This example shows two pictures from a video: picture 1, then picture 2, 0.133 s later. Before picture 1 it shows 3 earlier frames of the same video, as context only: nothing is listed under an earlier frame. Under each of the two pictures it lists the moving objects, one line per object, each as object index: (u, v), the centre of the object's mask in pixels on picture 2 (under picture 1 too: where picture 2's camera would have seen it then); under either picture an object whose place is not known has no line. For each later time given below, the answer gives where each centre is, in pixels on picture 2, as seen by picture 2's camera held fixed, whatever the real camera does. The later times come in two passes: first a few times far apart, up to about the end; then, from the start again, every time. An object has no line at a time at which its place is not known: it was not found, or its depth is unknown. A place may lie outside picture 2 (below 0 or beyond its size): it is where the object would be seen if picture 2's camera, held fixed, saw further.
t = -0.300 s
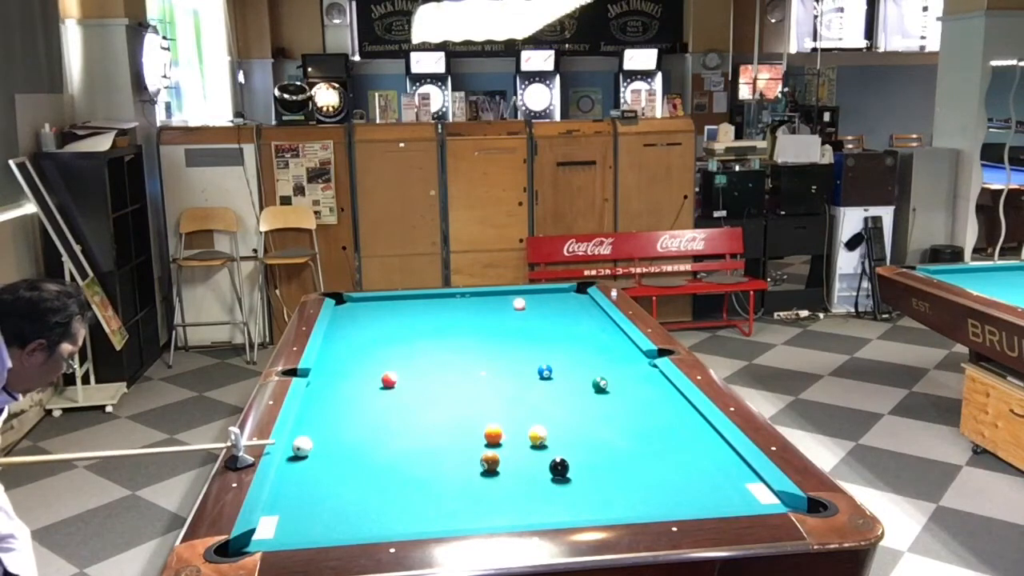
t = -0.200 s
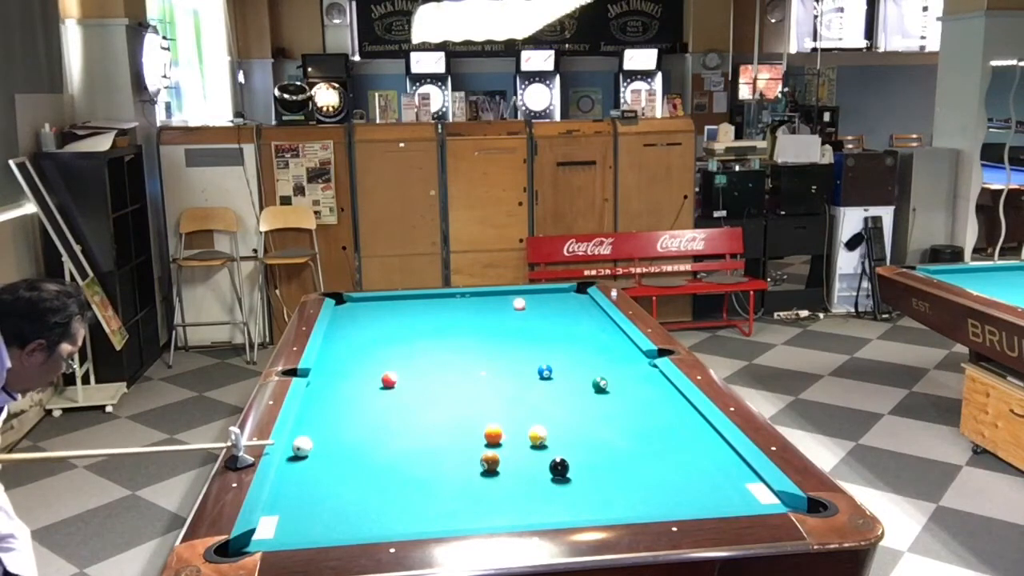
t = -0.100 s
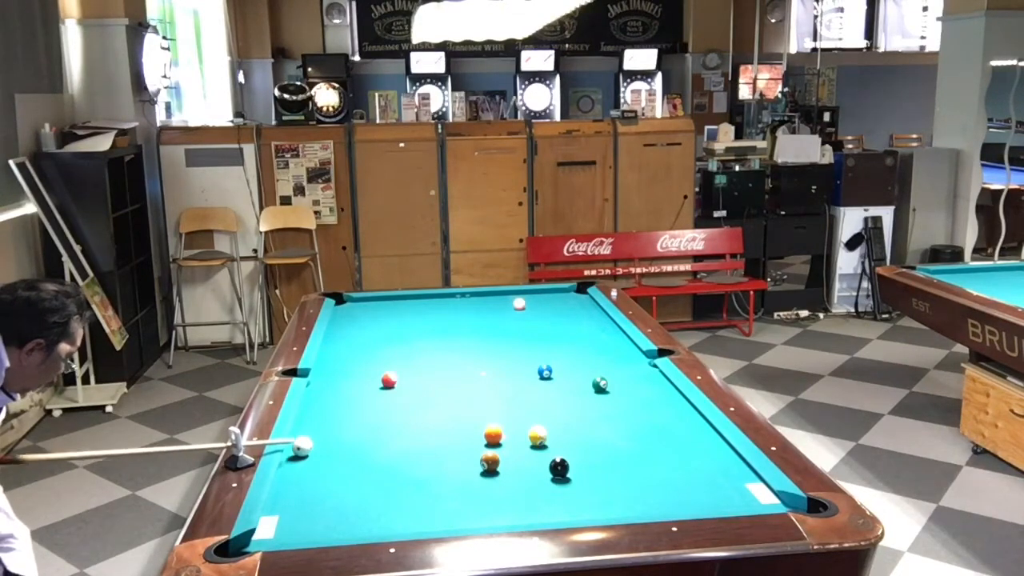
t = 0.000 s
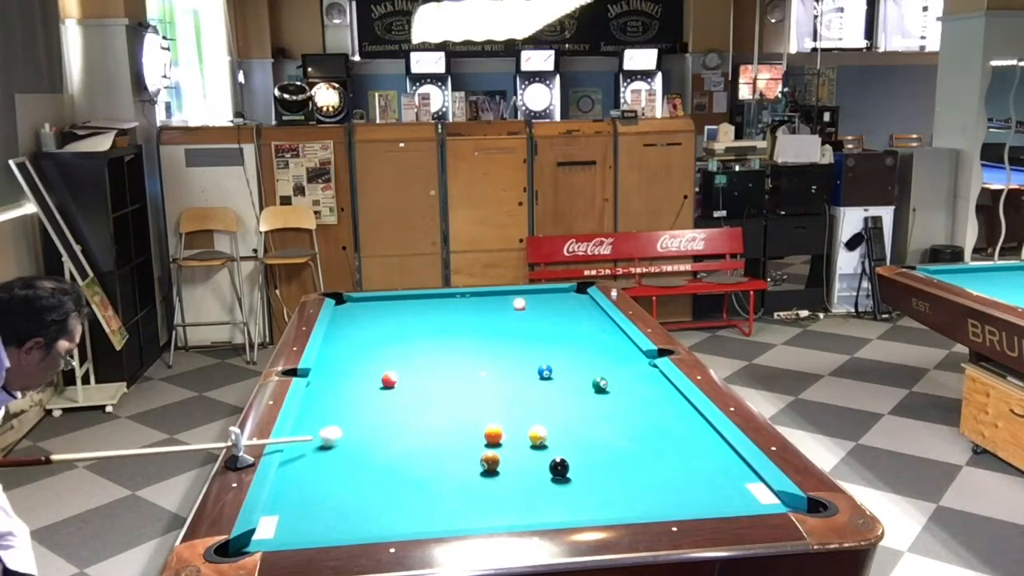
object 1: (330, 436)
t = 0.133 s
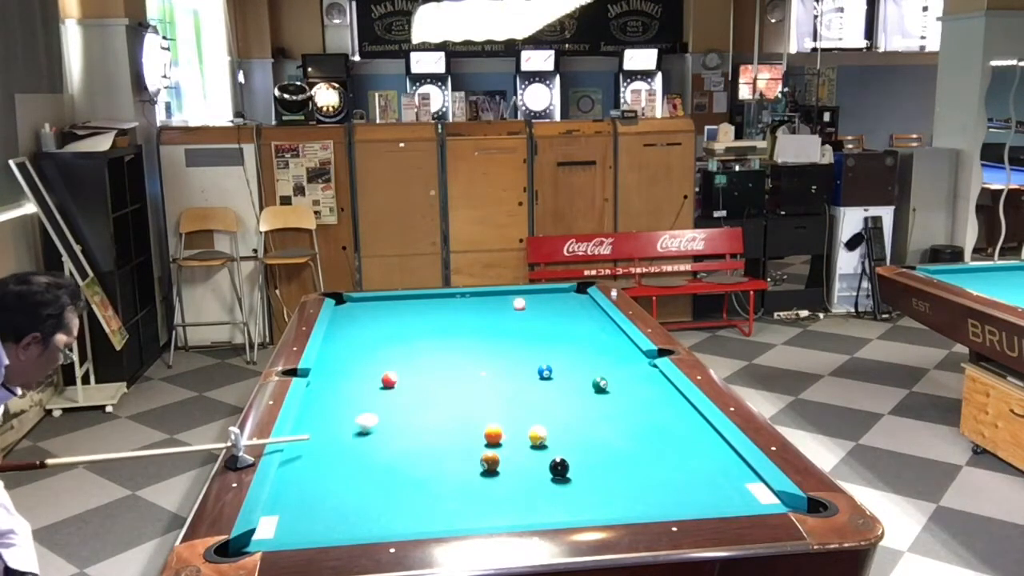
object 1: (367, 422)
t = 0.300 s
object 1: (408, 408)
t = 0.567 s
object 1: (466, 387)
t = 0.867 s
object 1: (522, 367)
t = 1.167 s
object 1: (571, 350)
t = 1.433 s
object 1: (608, 337)
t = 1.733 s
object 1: (598, 328)
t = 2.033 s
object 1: (572, 323)
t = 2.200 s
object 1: (558, 320)
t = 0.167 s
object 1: (376, 419)
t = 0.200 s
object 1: (383, 417)
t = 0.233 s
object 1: (392, 413)
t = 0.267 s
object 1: (400, 410)
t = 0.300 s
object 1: (408, 408)
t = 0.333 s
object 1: (416, 405)
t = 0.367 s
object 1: (423, 403)
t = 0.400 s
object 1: (430, 400)
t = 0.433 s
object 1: (438, 397)
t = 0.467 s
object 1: (445, 394)
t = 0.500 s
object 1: (452, 392)
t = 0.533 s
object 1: (459, 389)
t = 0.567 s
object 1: (466, 387)
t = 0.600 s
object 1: (473, 384)
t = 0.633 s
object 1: (479, 382)
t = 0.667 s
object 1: (485, 380)
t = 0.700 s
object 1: (491, 378)
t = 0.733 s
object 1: (498, 375)
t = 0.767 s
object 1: (504, 373)
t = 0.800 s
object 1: (510, 371)
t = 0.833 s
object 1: (517, 369)
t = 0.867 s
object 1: (522, 367)
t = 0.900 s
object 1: (528, 365)
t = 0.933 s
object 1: (533, 362)
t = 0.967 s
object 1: (539, 360)
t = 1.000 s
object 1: (545, 358)
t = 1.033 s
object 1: (550, 357)
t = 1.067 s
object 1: (555, 355)
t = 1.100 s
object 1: (560, 353)
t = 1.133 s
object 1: (565, 352)
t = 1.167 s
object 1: (571, 350)
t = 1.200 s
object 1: (576, 348)
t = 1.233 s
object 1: (580, 346)
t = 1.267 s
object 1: (585, 345)
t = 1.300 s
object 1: (590, 343)
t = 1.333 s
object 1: (595, 341)
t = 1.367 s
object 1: (599, 340)
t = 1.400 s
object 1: (604, 338)
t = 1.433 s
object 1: (608, 337)
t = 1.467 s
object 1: (612, 335)
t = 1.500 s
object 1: (616, 333)
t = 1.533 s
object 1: (618, 333)
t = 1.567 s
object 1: (614, 332)
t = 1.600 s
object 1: (610, 331)
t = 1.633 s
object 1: (607, 330)
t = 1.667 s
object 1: (604, 330)
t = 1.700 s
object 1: (601, 329)
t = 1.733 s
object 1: (598, 328)
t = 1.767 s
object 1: (595, 328)
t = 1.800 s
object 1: (592, 327)
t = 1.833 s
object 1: (589, 327)
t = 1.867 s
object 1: (586, 326)
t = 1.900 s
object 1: (583, 325)
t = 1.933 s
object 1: (580, 325)
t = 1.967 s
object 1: (577, 324)
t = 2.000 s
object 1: (575, 324)
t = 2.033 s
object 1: (572, 323)
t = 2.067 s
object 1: (569, 323)
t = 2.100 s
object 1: (566, 322)
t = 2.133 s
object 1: (564, 321)
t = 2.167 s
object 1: (561, 321)
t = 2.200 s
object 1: (558, 320)
